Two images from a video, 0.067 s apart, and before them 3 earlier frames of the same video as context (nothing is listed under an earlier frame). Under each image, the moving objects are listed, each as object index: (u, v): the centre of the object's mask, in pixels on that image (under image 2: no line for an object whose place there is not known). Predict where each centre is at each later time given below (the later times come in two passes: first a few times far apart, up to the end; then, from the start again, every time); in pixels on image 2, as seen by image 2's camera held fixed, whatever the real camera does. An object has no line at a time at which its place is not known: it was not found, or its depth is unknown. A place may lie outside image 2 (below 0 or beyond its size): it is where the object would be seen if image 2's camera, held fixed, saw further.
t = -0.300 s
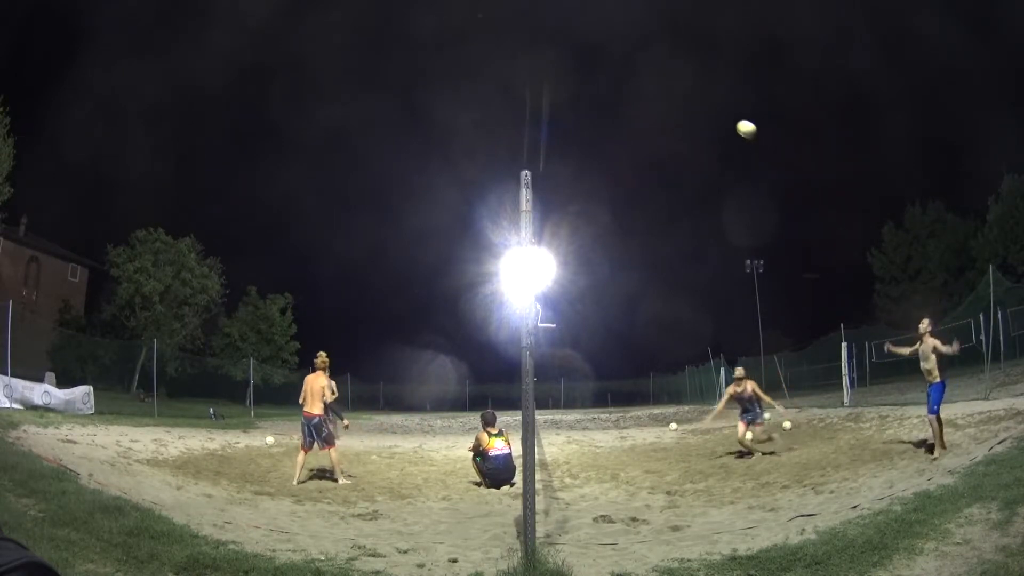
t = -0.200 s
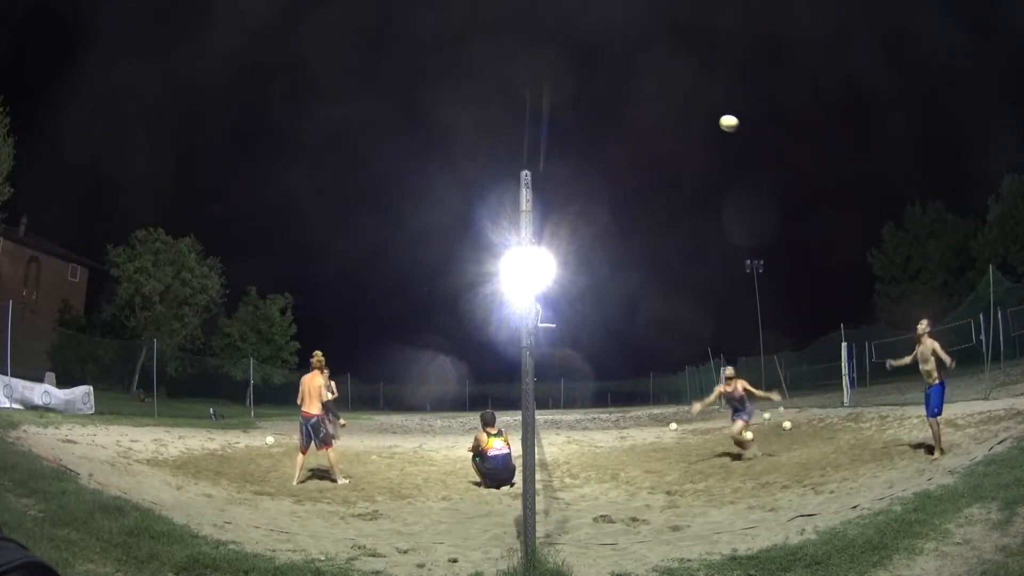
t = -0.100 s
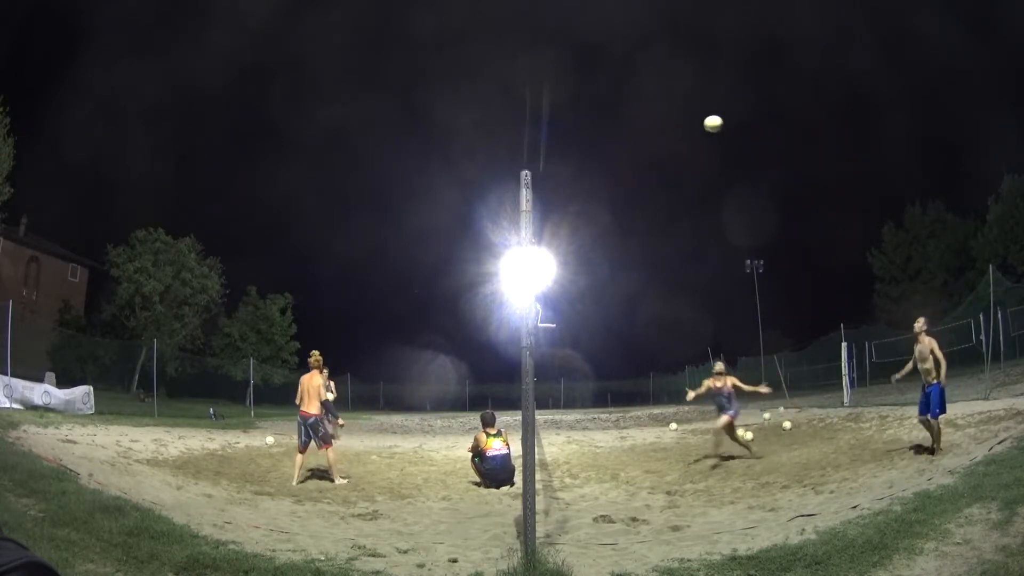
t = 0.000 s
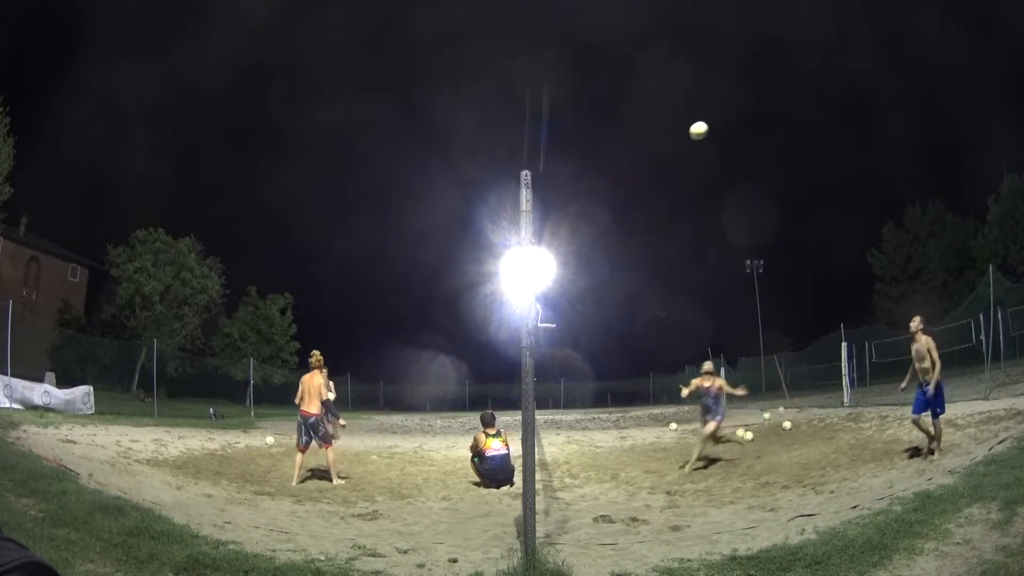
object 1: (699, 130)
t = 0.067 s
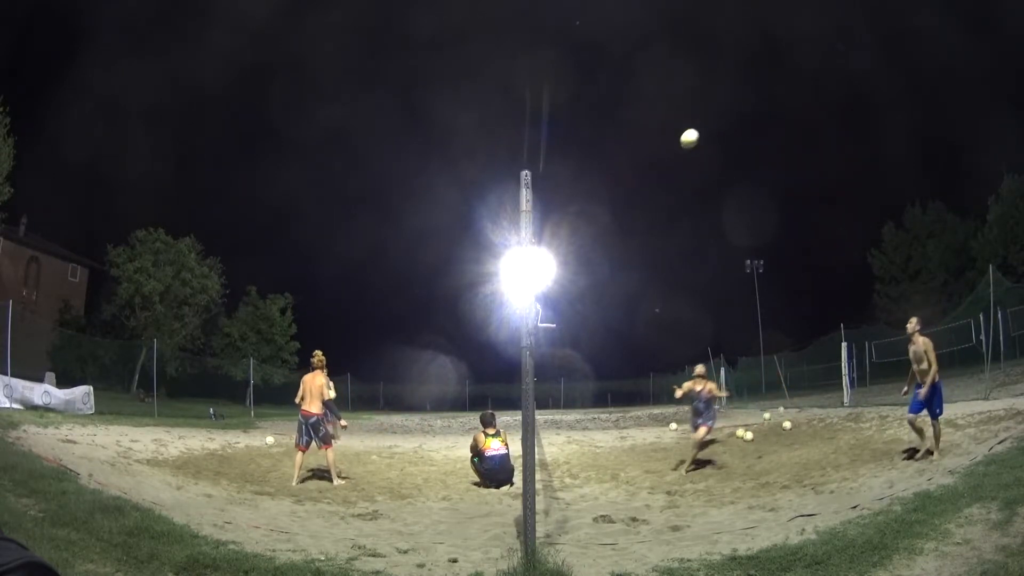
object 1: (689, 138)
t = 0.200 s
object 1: (673, 163)
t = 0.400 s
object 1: (650, 226)
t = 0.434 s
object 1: (646, 240)
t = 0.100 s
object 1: (685, 144)
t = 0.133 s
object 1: (681, 150)
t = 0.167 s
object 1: (677, 156)
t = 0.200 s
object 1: (673, 163)
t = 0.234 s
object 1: (669, 172)
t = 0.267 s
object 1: (665, 181)
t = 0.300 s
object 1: (661, 191)
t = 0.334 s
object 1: (657, 201)
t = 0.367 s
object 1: (653, 214)
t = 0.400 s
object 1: (650, 226)
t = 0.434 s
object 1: (646, 240)
